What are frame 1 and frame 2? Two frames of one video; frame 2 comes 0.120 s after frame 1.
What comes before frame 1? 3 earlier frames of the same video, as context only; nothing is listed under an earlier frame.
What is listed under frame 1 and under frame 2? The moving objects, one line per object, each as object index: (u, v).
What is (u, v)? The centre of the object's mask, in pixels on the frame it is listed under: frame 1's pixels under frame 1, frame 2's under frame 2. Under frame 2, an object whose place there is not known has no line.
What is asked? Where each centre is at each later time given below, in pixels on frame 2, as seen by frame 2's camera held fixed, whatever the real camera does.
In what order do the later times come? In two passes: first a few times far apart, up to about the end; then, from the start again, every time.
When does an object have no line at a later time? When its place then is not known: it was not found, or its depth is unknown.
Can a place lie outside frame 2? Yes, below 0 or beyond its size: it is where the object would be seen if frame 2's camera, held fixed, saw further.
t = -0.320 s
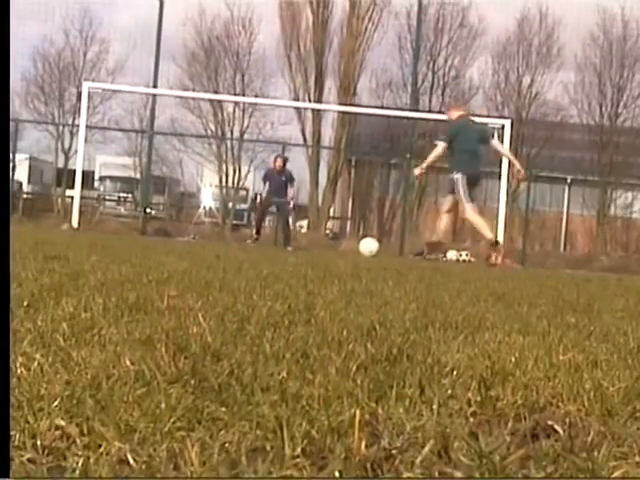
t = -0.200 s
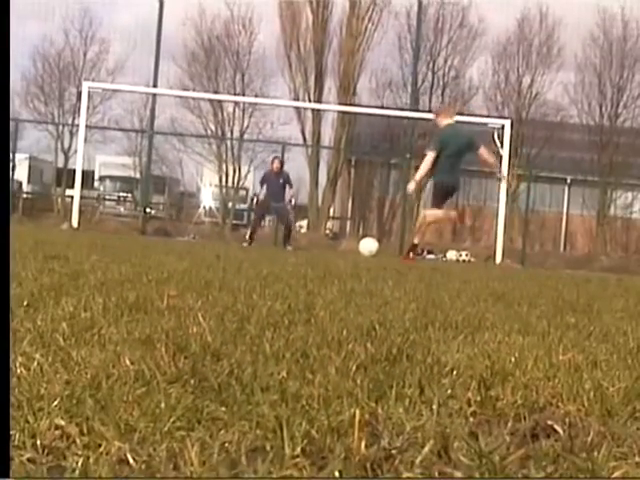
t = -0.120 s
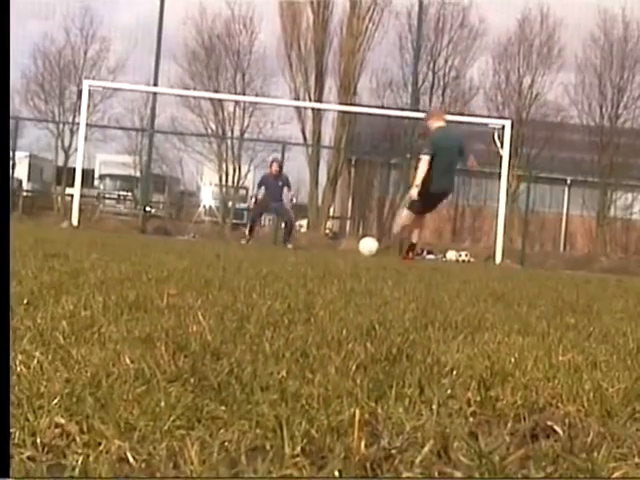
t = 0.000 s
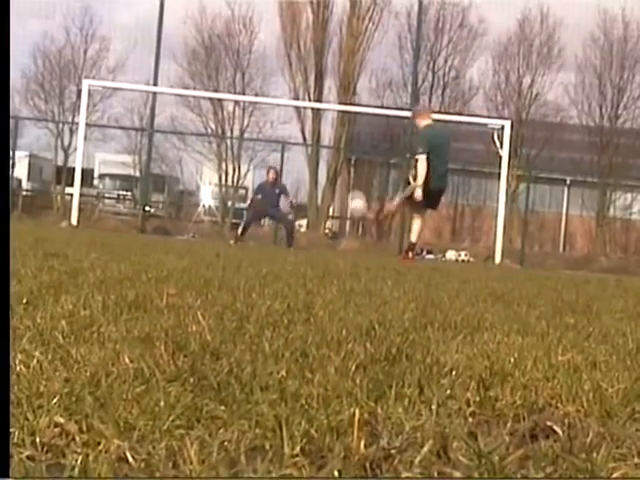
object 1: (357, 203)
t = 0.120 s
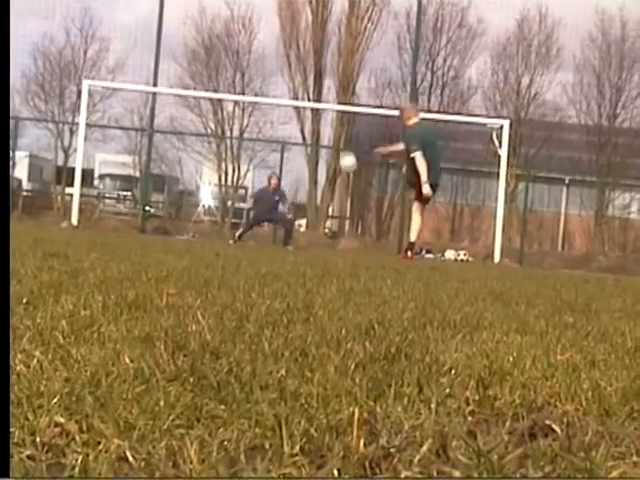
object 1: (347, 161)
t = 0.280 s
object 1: (342, 128)
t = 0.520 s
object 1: (345, 110)
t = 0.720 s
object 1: (354, 118)
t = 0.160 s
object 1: (346, 151)
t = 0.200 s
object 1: (344, 142)
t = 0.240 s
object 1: (343, 134)
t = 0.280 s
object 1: (342, 128)
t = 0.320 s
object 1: (342, 122)
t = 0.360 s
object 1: (342, 118)
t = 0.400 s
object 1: (342, 115)
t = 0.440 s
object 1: (343, 113)
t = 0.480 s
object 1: (344, 111)
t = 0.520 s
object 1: (345, 110)
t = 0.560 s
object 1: (346, 110)
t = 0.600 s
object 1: (348, 110)
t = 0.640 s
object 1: (350, 113)
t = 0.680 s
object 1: (352, 115)
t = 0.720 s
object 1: (354, 118)
